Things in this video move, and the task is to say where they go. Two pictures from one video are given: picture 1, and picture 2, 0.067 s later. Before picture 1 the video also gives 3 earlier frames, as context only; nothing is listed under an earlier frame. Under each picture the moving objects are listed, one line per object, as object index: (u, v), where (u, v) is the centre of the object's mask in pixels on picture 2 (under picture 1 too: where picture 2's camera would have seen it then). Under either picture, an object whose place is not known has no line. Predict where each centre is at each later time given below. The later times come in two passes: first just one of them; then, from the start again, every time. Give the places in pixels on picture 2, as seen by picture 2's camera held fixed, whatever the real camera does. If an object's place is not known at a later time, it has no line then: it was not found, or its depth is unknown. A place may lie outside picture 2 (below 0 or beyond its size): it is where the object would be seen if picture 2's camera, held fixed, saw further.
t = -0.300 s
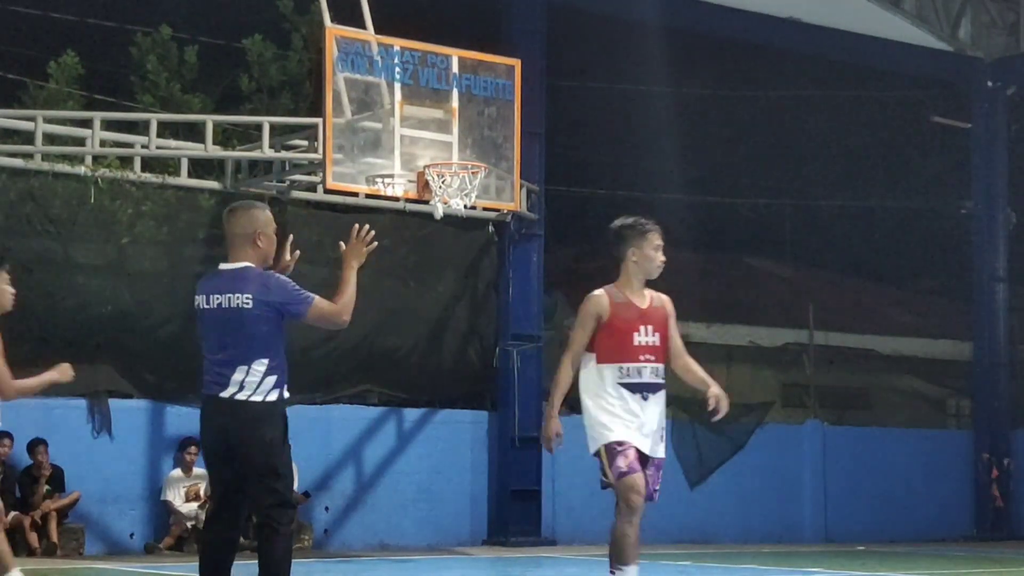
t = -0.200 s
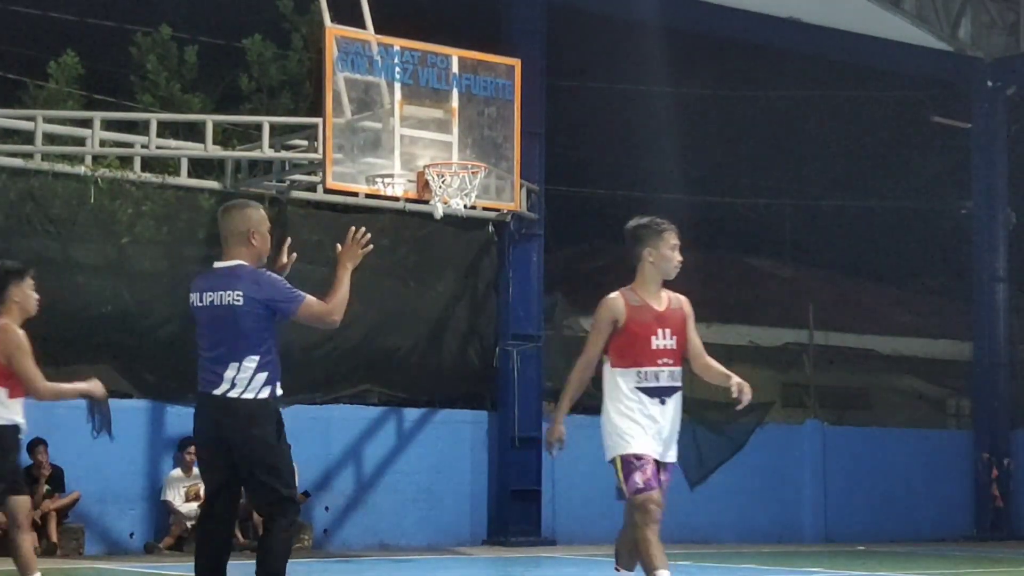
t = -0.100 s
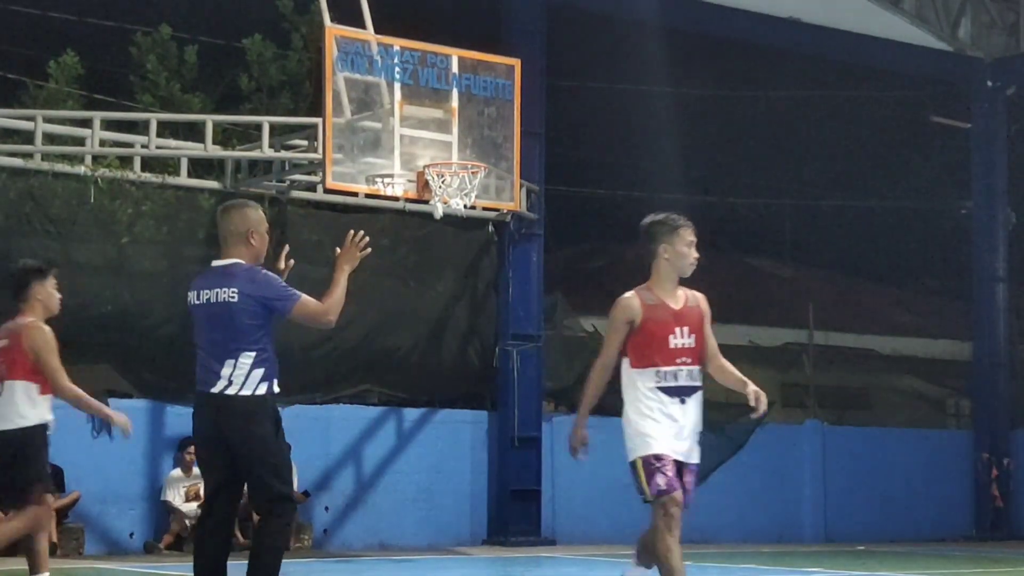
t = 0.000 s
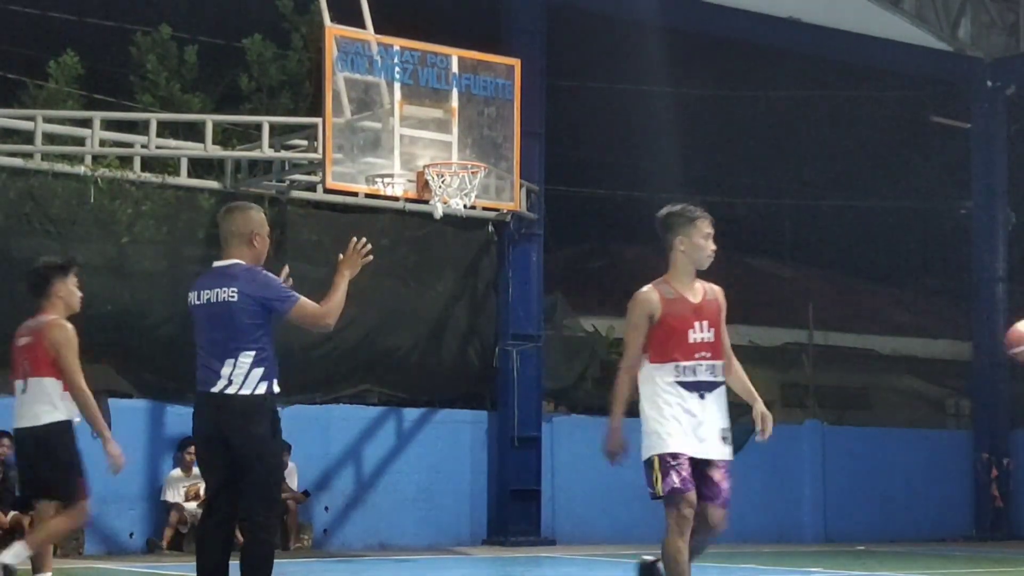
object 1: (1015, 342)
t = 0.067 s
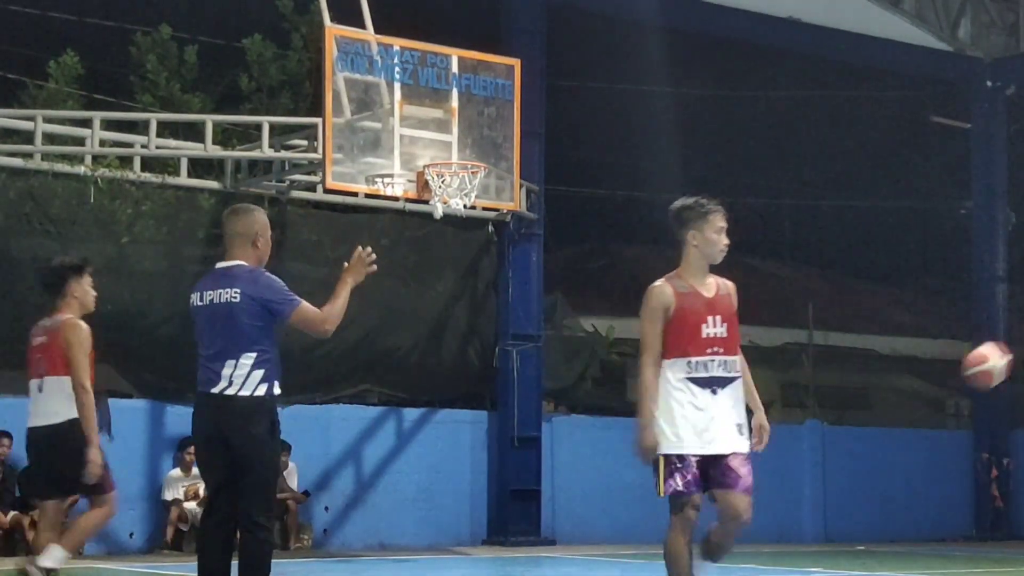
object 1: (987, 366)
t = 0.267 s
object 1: (857, 491)
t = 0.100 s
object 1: (966, 382)
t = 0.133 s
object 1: (944, 400)
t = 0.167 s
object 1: (923, 419)
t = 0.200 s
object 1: (902, 441)
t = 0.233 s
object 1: (880, 466)
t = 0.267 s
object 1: (857, 491)
